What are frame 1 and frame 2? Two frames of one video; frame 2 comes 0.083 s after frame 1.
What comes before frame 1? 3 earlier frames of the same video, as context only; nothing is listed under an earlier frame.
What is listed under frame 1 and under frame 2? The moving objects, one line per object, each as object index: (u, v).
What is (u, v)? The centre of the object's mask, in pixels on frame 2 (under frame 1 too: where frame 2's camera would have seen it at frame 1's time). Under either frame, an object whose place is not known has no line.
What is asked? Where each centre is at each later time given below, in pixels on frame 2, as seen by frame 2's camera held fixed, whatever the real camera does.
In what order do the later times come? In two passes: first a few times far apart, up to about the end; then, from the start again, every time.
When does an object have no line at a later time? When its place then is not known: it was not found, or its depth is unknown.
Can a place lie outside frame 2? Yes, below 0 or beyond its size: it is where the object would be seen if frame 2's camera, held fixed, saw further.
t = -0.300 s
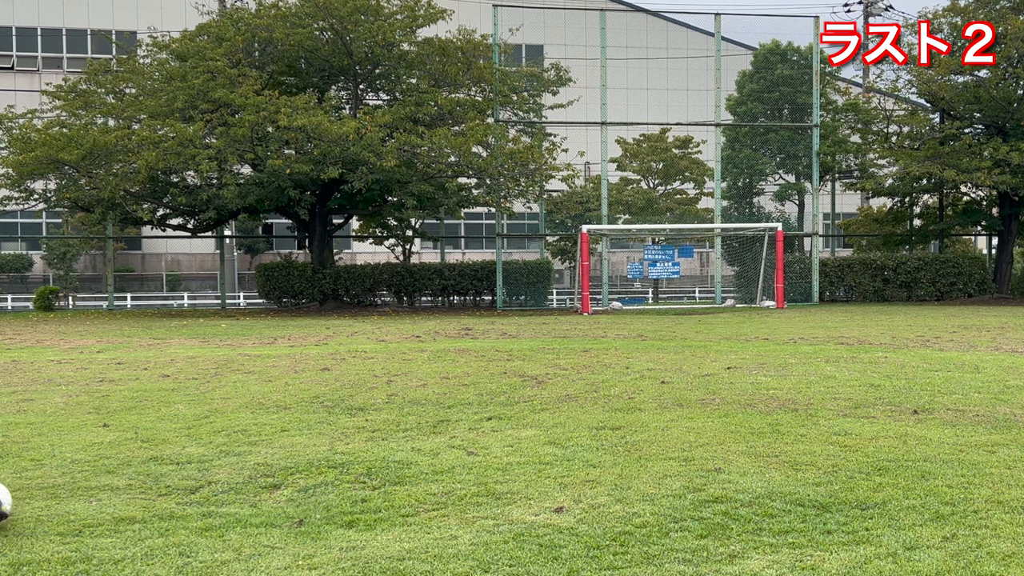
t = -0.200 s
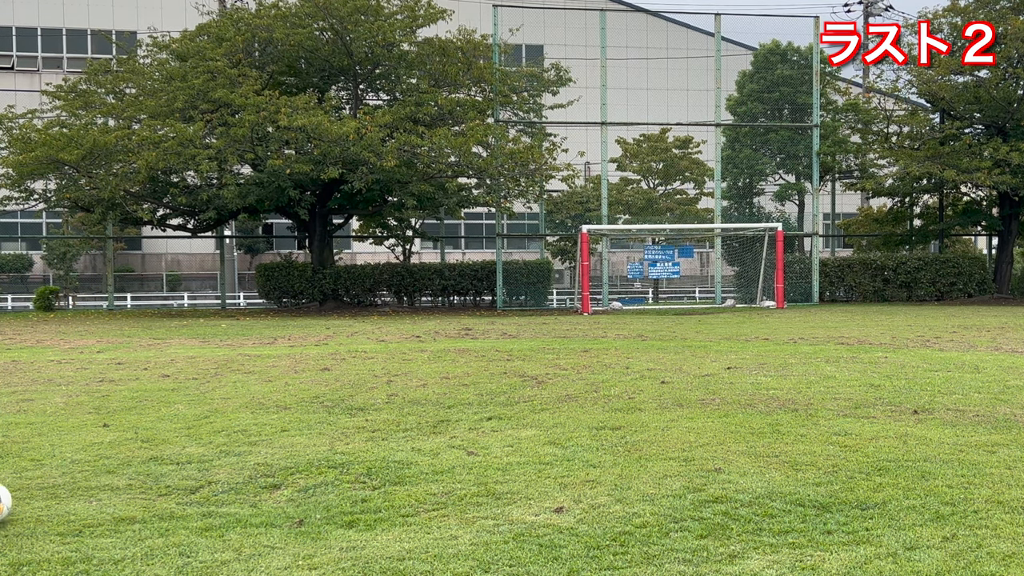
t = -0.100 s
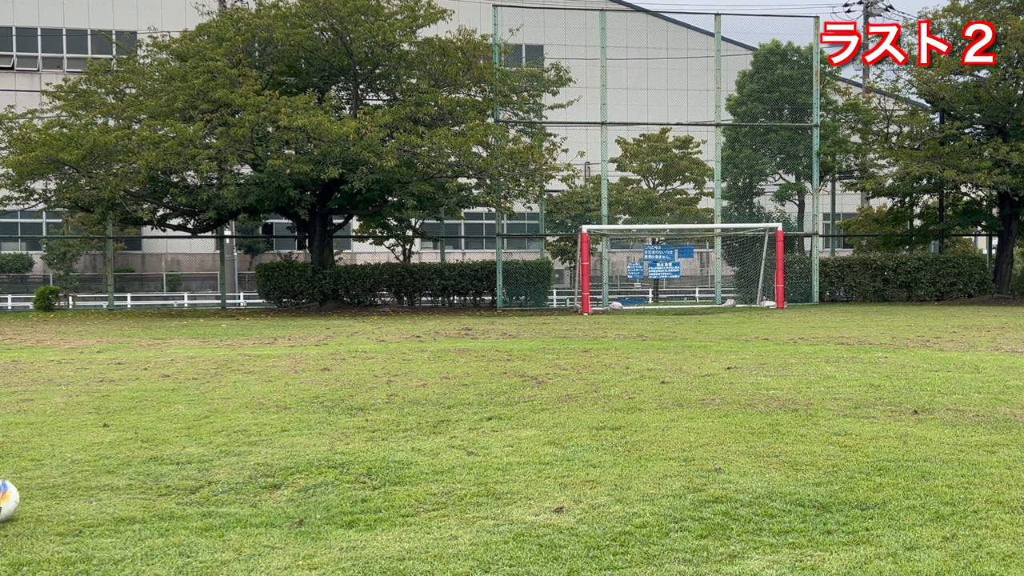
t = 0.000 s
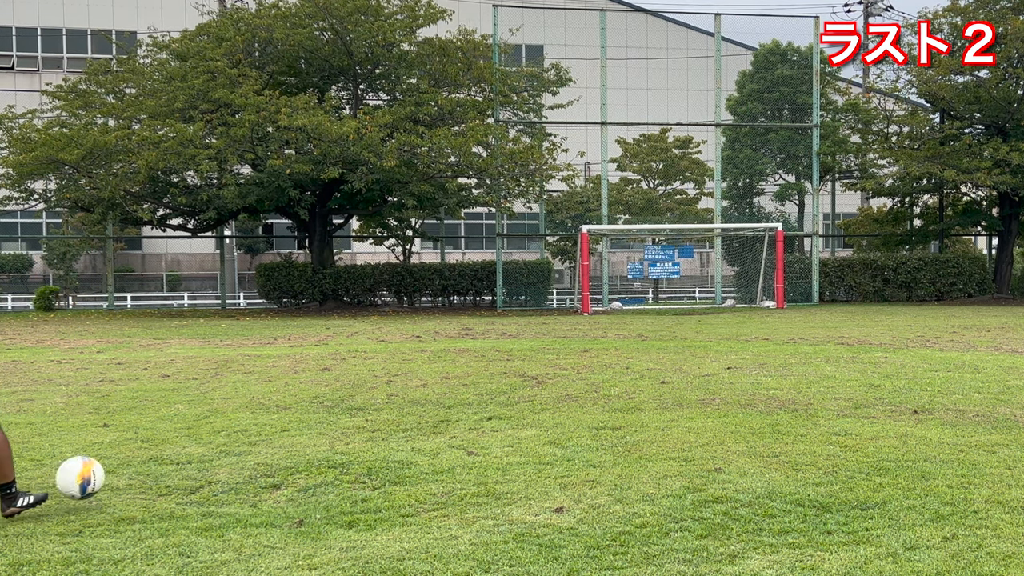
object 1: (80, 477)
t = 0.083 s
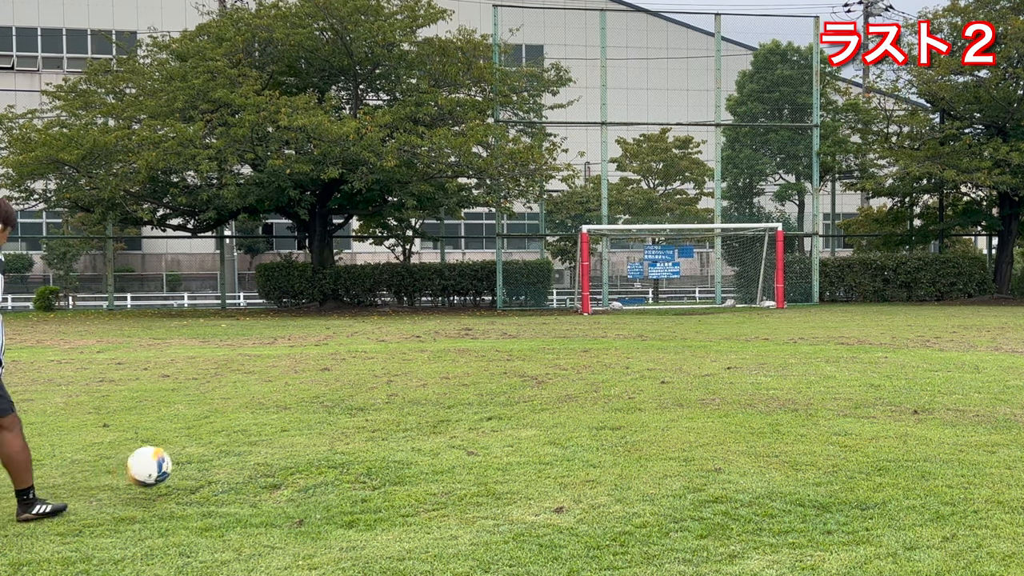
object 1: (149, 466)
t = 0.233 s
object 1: (250, 467)
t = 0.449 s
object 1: (335, 450)
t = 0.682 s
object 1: (401, 436)
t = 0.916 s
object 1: (456, 427)
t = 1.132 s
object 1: (497, 419)
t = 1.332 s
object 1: (529, 414)
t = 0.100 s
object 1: (162, 466)
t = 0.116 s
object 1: (174, 465)
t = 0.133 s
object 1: (187, 466)
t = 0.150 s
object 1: (199, 467)
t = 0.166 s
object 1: (211, 468)
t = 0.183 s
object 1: (223, 471)
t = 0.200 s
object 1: (234, 472)
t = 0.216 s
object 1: (242, 470)
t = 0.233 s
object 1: (250, 467)
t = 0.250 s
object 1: (258, 465)
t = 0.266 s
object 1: (265, 463)
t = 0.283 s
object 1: (273, 461)
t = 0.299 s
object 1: (280, 460)
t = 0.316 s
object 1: (287, 460)
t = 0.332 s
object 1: (295, 460)
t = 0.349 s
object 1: (302, 460)
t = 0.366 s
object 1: (308, 460)
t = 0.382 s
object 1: (314, 457)
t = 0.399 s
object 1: (320, 455)
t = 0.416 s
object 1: (325, 453)
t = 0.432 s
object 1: (329, 451)
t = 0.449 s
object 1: (335, 450)
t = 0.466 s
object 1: (340, 449)
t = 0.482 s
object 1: (345, 448)
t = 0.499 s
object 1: (350, 448)
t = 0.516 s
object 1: (355, 448)
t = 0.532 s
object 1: (360, 447)
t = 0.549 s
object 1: (365, 446)
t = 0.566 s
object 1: (370, 443)
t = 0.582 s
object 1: (374, 441)
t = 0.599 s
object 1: (378, 439)
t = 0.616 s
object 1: (383, 438)
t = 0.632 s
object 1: (387, 437)
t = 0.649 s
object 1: (392, 436)
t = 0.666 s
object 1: (396, 436)
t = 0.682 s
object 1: (401, 436)
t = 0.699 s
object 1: (405, 437)
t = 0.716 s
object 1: (409, 437)
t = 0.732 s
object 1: (413, 436)
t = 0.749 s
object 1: (417, 435)
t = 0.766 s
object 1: (421, 434)
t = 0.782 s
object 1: (425, 433)
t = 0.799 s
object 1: (429, 431)
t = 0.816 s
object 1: (433, 431)
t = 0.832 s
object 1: (437, 430)
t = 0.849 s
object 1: (441, 430)
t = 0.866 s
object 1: (444, 430)
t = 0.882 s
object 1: (448, 429)
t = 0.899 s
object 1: (452, 428)
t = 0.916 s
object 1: (456, 427)
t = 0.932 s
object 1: (458, 426)
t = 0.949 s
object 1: (462, 426)
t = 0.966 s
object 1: (466, 425)
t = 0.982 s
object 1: (469, 424)
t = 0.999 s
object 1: (472, 424)
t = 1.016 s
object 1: (476, 423)
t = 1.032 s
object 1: (479, 423)
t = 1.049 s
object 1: (483, 422)
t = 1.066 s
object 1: (486, 422)
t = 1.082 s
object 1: (489, 422)
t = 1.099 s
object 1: (492, 421)
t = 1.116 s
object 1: (494, 420)
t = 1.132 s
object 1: (497, 419)
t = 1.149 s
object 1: (500, 418)
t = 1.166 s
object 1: (503, 418)
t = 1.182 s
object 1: (506, 418)
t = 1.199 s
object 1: (508, 418)
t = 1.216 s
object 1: (511, 418)
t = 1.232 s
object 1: (514, 417)
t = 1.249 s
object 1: (516, 417)
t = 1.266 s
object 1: (519, 416)
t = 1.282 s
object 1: (522, 416)
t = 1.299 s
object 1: (525, 415)
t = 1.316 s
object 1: (527, 414)
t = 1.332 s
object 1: (529, 414)
